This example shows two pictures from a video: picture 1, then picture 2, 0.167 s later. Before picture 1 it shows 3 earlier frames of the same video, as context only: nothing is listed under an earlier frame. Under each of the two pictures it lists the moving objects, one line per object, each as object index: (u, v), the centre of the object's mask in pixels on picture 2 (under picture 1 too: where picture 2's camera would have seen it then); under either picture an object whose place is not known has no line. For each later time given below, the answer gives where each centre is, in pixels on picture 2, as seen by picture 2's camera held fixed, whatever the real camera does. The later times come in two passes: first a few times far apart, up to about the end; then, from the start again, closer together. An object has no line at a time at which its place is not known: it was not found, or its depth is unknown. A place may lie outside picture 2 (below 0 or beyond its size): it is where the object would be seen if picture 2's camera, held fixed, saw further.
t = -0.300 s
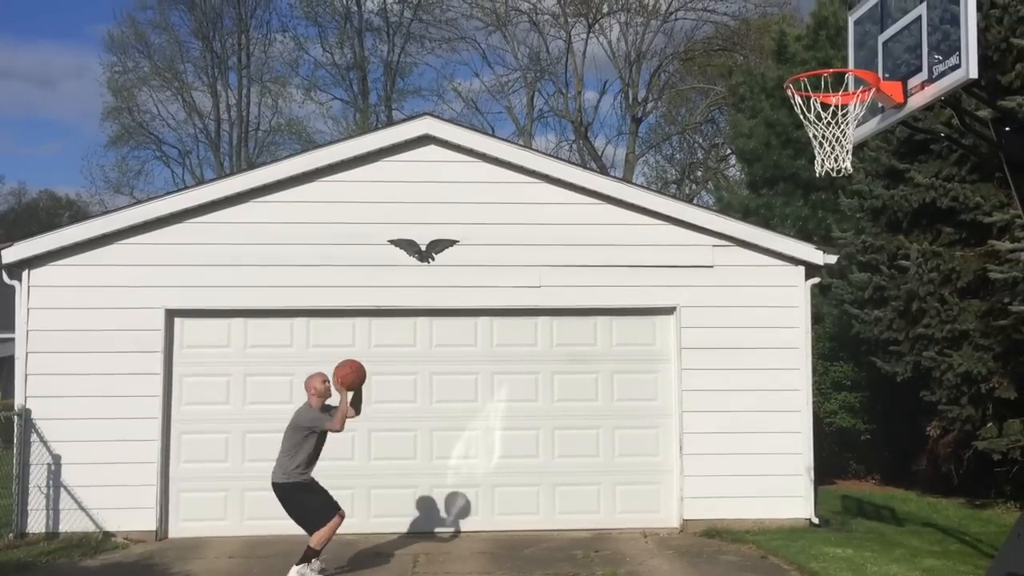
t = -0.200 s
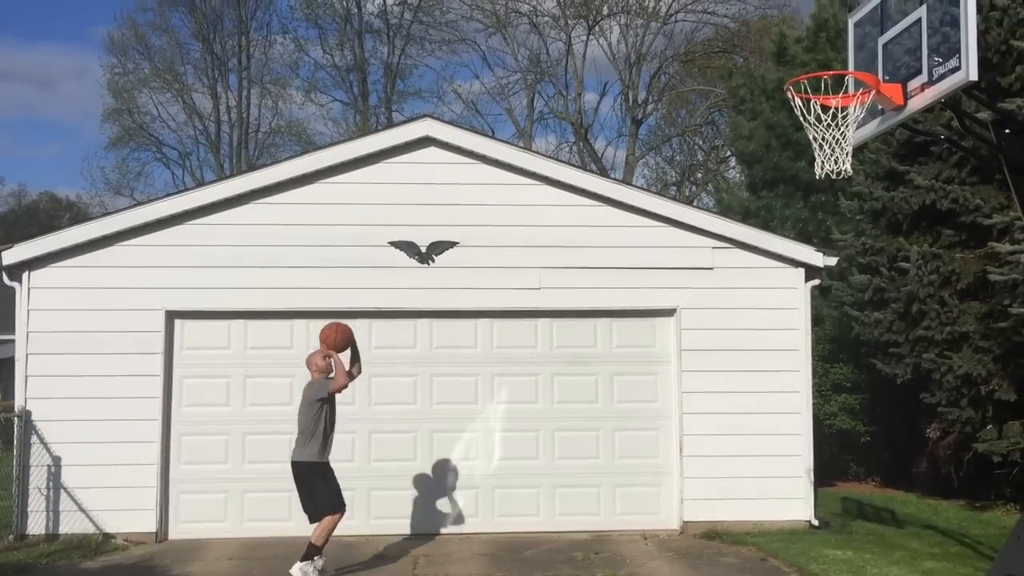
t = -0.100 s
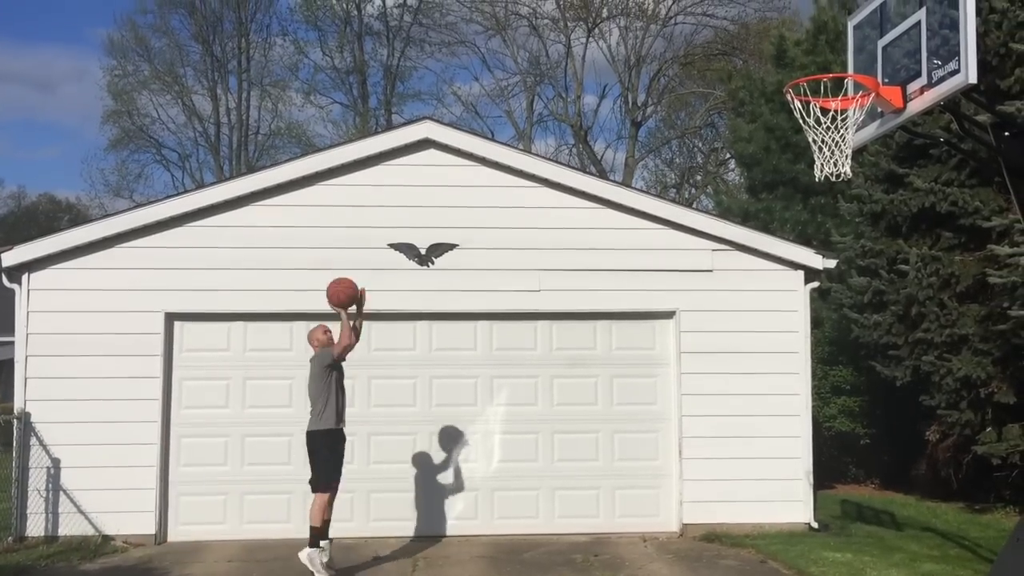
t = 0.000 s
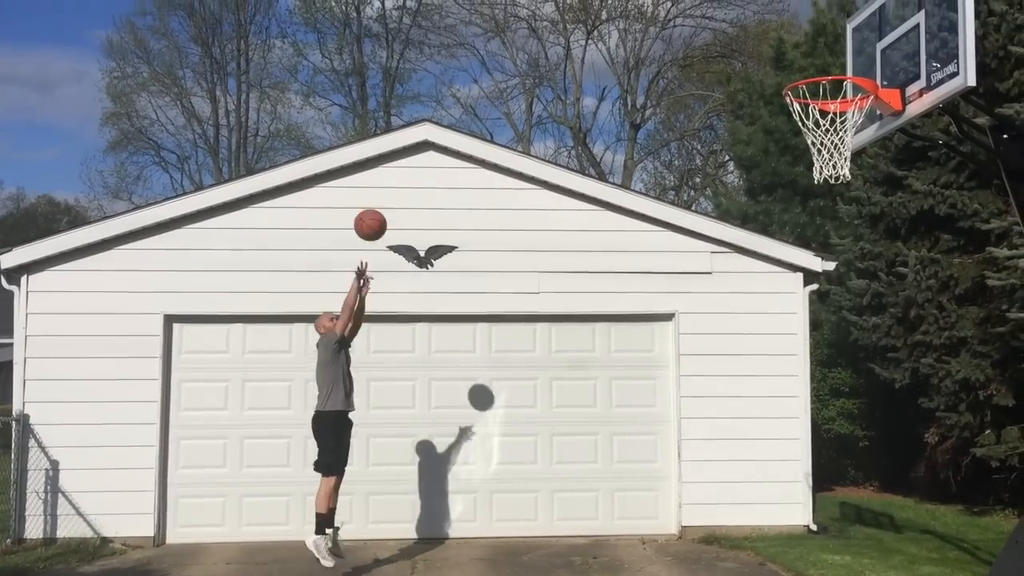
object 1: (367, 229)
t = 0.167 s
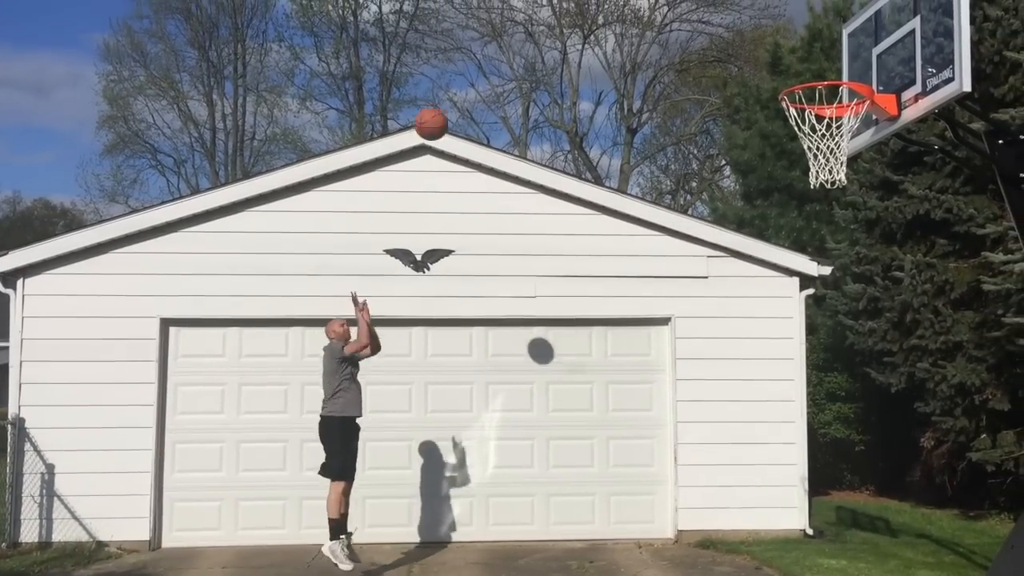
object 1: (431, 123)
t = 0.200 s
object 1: (444, 105)
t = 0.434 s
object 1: (543, 17)
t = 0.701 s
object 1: (677, 1)
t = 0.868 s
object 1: (774, 47)
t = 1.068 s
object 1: (837, 88)
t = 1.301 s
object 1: (807, 81)
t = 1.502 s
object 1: (844, 91)
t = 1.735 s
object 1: (811, 114)
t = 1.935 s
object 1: (794, 172)
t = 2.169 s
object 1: (791, 297)
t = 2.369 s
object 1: (792, 482)
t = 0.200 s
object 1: (444, 105)
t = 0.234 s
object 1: (458, 89)
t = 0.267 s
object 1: (472, 74)
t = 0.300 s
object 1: (485, 60)
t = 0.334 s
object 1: (499, 48)
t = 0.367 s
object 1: (514, 36)
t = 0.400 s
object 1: (528, 26)
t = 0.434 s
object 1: (543, 17)
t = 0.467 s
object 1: (560, 10)
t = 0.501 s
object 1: (575, 5)
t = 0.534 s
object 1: (591, 2)
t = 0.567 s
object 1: (608, 0)
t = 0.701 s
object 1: (677, 1)
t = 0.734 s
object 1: (695, 6)
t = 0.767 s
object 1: (714, 13)
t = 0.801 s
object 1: (734, 23)
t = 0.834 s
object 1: (754, 34)
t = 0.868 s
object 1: (774, 47)
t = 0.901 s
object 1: (795, 63)
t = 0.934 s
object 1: (818, 85)
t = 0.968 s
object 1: (830, 92)
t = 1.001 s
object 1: (842, 91)
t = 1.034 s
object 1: (846, 90)
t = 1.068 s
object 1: (837, 88)
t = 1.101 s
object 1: (825, 84)
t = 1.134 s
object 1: (817, 83)
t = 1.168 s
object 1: (808, 80)
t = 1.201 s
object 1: (802, 79)
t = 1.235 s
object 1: (801, 81)
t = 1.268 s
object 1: (802, 81)
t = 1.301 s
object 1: (807, 81)
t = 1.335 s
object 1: (813, 86)
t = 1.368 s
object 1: (818, 87)
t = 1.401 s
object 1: (822, 90)
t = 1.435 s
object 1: (830, 92)
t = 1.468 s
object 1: (837, 92)
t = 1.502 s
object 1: (844, 91)
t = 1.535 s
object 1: (846, 91)
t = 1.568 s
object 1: (846, 91)
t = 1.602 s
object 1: (844, 93)
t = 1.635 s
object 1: (832, 97)
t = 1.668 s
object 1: (826, 101)
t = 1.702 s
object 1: (818, 108)
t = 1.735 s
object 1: (811, 114)
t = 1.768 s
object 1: (805, 125)
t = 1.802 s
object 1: (799, 135)
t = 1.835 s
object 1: (796, 142)
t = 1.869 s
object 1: (796, 151)
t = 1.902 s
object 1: (796, 159)
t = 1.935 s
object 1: (794, 172)
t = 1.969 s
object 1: (793, 182)
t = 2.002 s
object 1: (793, 196)
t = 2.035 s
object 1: (792, 212)
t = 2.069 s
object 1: (792, 231)
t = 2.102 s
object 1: (792, 251)
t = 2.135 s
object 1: (791, 273)
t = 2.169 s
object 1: (791, 297)
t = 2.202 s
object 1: (791, 323)
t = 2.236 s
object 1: (792, 350)
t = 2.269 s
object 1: (791, 380)
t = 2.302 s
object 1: (792, 412)
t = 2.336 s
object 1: (792, 446)
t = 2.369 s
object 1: (792, 482)
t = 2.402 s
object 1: (792, 520)
